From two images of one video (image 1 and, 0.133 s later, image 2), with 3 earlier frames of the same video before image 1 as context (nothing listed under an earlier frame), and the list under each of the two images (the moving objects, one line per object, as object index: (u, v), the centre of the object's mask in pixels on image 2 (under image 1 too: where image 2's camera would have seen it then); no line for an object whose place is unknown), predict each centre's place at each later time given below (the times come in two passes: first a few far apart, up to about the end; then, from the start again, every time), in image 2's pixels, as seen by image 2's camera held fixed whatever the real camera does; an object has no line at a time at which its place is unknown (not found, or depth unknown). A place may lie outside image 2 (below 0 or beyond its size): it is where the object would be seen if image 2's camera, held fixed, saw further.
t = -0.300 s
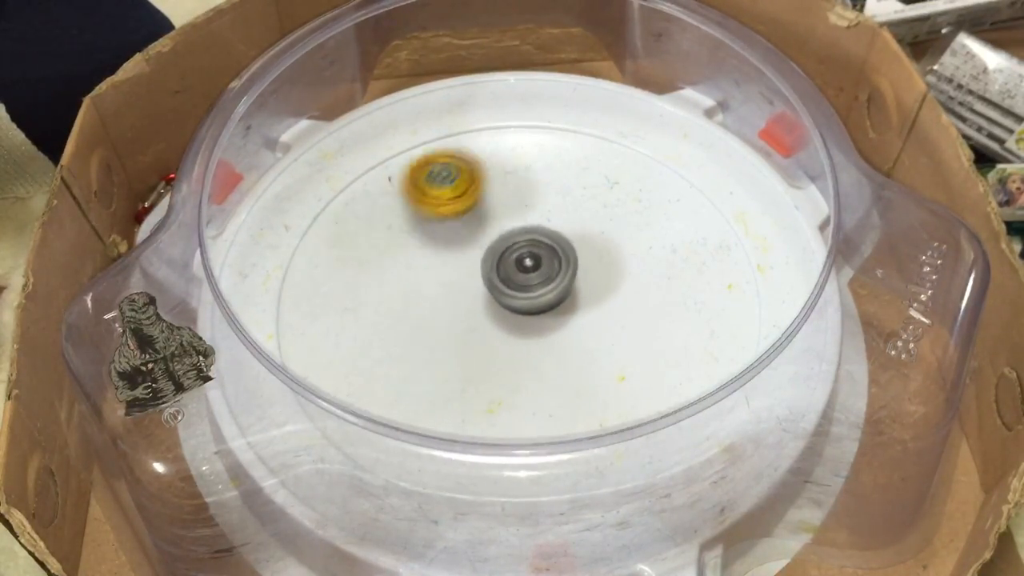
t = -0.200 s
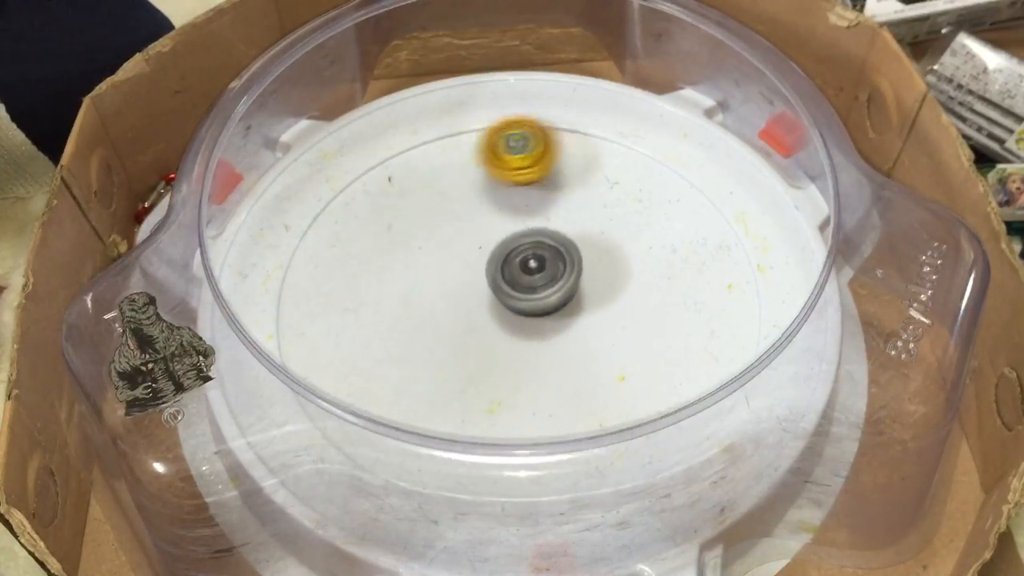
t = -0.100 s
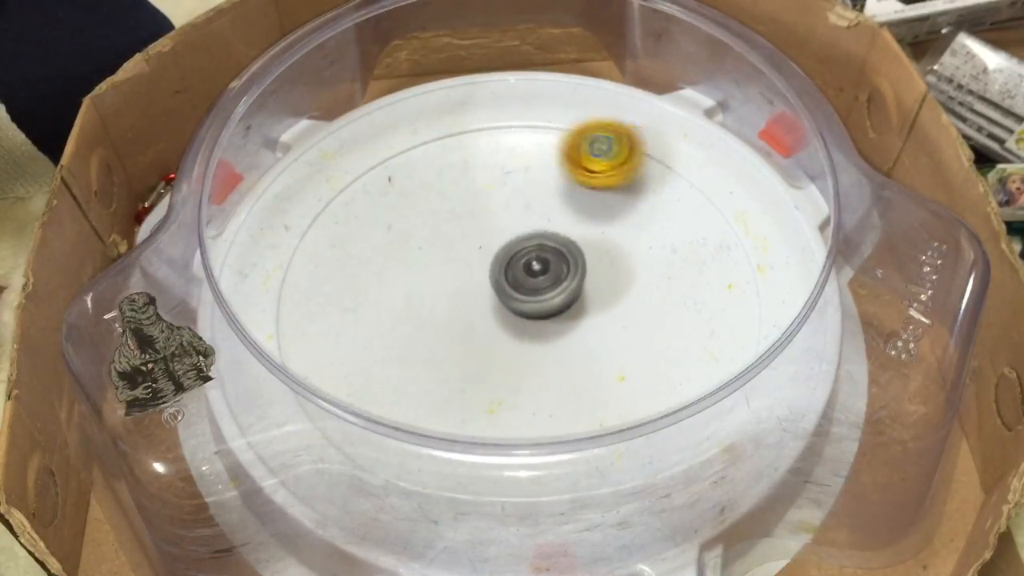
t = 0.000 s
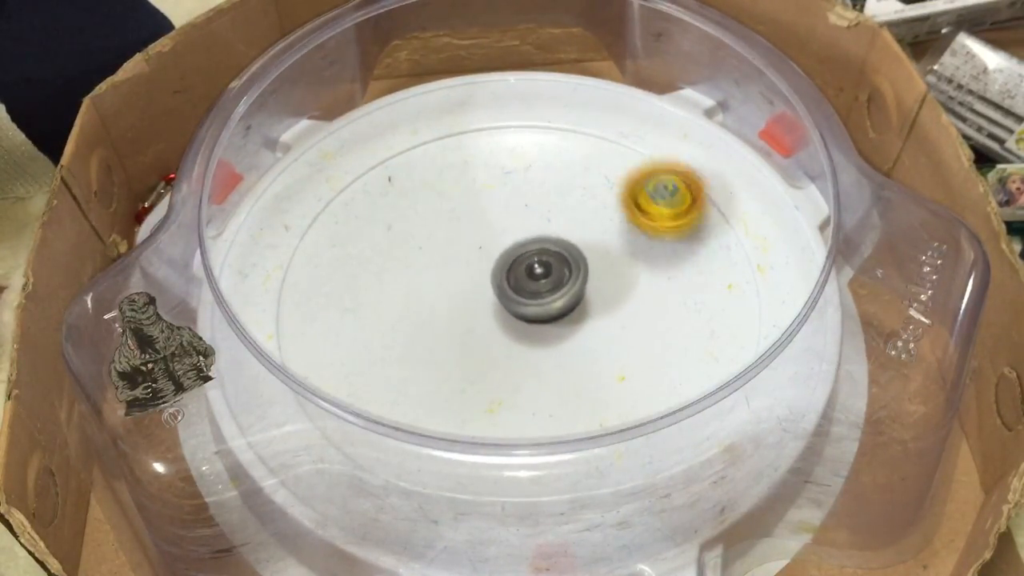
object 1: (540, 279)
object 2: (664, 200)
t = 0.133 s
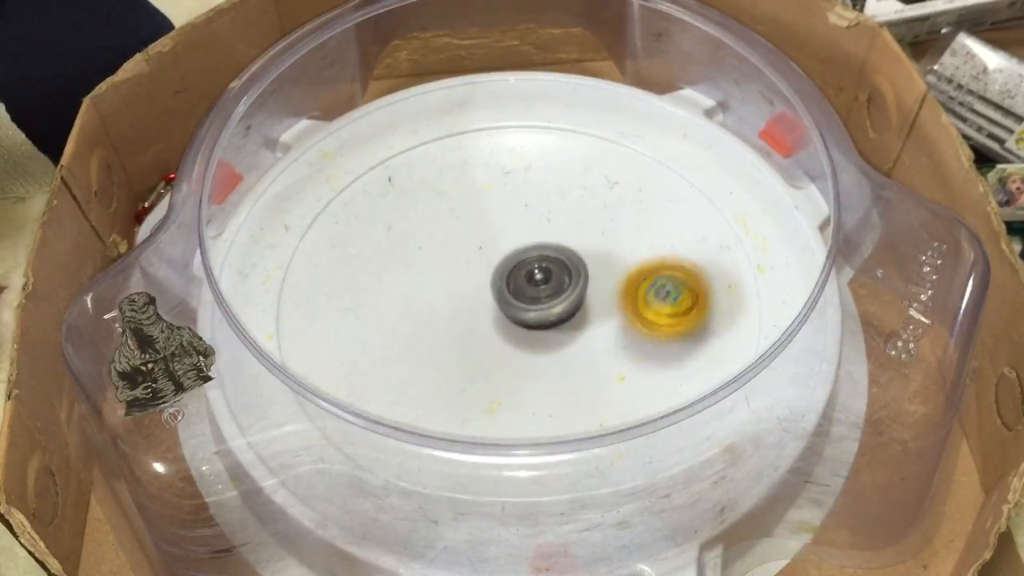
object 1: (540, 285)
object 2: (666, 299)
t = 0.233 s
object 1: (539, 290)
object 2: (599, 360)
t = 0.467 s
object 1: (530, 301)
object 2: (385, 358)
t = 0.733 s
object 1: (516, 308)
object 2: (384, 202)
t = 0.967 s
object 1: (504, 308)
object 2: (567, 208)
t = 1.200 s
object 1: (496, 301)
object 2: (642, 345)
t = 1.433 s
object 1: (497, 291)
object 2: (490, 411)
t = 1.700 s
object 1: (508, 280)
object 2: (400, 269)
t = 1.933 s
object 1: (531, 270)
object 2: (510, 175)
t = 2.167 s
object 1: (537, 274)
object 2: (636, 243)
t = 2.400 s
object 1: (531, 284)
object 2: (557, 363)
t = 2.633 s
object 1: (527, 297)
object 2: (399, 326)
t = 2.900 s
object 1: (515, 305)
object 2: (452, 210)
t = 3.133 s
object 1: (506, 305)
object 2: (593, 247)
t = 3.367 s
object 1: (494, 294)
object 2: (573, 361)
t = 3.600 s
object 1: (493, 279)
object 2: (438, 347)
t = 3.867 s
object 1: (522, 255)
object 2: (415, 235)
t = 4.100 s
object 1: (631, 265)
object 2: (423, 173)
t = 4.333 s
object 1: (665, 266)
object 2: (482, 232)
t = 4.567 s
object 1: (636, 290)
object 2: (510, 338)
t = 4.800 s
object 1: (577, 318)
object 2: (504, 406)
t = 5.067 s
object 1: (497, 290)
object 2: (497, 373)
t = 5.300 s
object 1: (440, 241)
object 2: (546, 302)
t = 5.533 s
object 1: (429, 211)
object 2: (589, 247)
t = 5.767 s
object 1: (458, 212)
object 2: (577, 243)
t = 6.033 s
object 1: (477, 208)
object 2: (545, 336)
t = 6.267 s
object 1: (505, 252)
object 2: (459, 370)
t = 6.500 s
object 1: (537, 312)
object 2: (427, 307)
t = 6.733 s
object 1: (542, 345)
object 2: (475, 244)
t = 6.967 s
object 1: (517, 349)
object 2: (567, 253)
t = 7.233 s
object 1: (457, 329)
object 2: (620, 303)
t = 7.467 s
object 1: (453, 292)
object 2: (628, 302)
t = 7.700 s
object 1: (482, 253)
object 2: (563, 296)
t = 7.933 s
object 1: (509, 240)
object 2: (543, 332)
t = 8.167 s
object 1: (554, 253)
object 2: (481, 349)
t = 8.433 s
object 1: (552, 297)
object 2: (432, 365)
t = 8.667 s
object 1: (534, 318)
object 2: (420, 332)
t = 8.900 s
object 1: (503, 308)
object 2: (403, 314)
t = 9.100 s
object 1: (559, 288)
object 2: (393, 275)
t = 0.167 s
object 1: (540, 287)
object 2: (649, 323)
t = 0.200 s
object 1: (539, 288)
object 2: (626, 343)
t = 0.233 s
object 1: (539, 290)
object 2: (599, 360)
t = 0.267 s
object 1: (538, 291)
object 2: (570, 374)
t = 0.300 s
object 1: (537, 294)
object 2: (537, 385)
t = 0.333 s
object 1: (536, 295)
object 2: (505, 391)
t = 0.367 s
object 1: (535, 297)
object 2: (471, 389)
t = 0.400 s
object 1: (534, 298)
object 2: (439, 383)
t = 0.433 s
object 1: (532, 300)
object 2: (411, 373)
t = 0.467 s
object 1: (530, 301)
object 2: (385, 358)
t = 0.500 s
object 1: (529, 303)
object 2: (363, 340)
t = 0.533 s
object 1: (527, 304)
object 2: (347, 320)
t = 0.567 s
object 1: (525, 305)
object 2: (339, 298)
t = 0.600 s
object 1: (523, 305)
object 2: (336, 276)
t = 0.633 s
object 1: (521, 306)
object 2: (339, 255)
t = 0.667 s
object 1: (519, 307)
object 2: (349, 234)
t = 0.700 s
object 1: (518, 307)
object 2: (364, 216)
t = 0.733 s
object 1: (516, 308)
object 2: (384, 202)
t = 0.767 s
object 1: (514, 308)
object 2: (408, 192)
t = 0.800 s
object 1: (512, 309)
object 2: (433, 185)
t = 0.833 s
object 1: (510, 309)
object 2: (462, 182)
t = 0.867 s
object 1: (508, 309)
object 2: (489, 184)
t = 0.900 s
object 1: (507, 309)
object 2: (516, 189)
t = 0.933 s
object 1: (505, 308)
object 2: (543, 197)
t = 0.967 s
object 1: (504, 308)
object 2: (567, 208)
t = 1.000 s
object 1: (503, 308)
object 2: (590, 222)
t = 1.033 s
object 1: (501, 307)
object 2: (610, 238)
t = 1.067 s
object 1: (500, 306)
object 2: (625, 257)
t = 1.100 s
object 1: (499, 305)
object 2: (637, 277)
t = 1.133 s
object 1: (497, 304)
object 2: (644, 299)
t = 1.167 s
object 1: (497, 303)
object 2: (646, 322)
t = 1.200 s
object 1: (496, 301)
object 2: (642, 345)
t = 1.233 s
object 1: (496, 300)
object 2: (633, 364)
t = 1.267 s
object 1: (496, 299)
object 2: (618, 384)
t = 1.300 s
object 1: (496, 297)
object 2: (599, 397)
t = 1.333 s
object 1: (496, 296)
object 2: (574, 406)
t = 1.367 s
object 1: (496, 294)
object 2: (547, 412)
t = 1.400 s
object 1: (497, 293)
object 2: (519, 414)
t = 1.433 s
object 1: (497, 291)
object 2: (490, 411)
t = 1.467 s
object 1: (498, 290)
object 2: (463, 405)
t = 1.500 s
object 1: (498, 288)
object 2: (438, 393)
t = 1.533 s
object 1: (498, 287)
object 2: (420, 375)
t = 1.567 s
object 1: (499, 285)
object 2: (407, 355)
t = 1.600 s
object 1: (499, 284)
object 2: (401, 333)
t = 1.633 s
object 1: (500, 283)
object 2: (398, 311)
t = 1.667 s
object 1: (503, 282)
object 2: (399, 290)
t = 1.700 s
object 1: (508, 280)
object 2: (400, 269)
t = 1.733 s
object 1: (512, 278)
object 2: (407, 249)
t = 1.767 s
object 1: (516, 276)
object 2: (416, 230)
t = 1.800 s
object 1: (519, 275)
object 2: (430, 213)
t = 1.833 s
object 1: (522, 273)
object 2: (446, 199)
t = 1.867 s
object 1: (525, 272)
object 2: (466, 188)
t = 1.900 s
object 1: (528, 271)
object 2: (487, 179)
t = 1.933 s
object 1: (531, 270)
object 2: (510, 175)
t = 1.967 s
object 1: (534, 269)
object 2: (533, 174)
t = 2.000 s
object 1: (536, 269)
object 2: (556, 177)
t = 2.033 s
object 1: (537, 269)
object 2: (578, 183)
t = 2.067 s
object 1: (539, 269)
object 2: (598, 195)
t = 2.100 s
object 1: (540, 270)
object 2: (613, 209)
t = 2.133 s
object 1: (538, 272)
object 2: (627, 226)
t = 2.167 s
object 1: (537, 274)
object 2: (636, 243)
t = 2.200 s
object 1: (536, 275)
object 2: (641, 263)
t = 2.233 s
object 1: (535, 277)
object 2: (640, 283)
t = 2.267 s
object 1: (535, 278)
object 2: (633, 304)
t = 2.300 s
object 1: (534, 280)
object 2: (620, 323)
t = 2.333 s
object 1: (533, 281)
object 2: (603, 339)
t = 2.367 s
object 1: (532, 283)
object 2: (582, 352)
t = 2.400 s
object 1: (531, 284)
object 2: (557, 363)
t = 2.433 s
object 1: (531, 286)
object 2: (531, 371)
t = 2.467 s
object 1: (530, 288)
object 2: (504, 375)
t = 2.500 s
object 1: (530, 290)
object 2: (478, 373)
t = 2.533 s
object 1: (529, 292)
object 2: (453, 366)
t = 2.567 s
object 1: (529, 294)
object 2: (431, 356)
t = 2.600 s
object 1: (528, 295)
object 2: (413, 342)
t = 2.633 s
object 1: (527, 297)
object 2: (399, 326)
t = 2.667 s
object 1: (525, 298)
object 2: (390, 309)
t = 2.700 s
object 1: (524, 300)
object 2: (386, 291)
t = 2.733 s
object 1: (523, 301)
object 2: (387, 272)
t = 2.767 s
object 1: (521, 303)
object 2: (393, 255)
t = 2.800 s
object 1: (520, 304)
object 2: (402, 241)
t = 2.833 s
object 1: (518, 304)
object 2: (417, 227)
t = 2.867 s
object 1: (517, 305)
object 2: (433, 217)
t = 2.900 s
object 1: (515, 305)
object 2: (452, 210)
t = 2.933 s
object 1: (514, 306)
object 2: (474, 205)
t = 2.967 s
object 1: (512, 306)
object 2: (497, 205)
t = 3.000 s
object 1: (511, 306)
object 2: (519, 207)
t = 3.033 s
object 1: (509, 306)
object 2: (541, 213)
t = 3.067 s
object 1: (508, 305)
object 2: (561, 222)
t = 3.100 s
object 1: (507, 305)
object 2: (578, 233)
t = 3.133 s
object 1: (506, 305)
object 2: (593, 247)
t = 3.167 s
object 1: (504, 304)
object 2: (604, 264)
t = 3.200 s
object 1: (502, 303)
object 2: (611, 281)
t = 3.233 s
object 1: (500, 301)
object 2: (612, 298)
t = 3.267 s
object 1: (499, 300)
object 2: (609, 316)
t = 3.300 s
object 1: (496, 298)
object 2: (602, 334)
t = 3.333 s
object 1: (495, 296)
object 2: (590, 349)
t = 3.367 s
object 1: (494, 294)
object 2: (573, 361)
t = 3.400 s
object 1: (493, 292)
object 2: (554, 370)
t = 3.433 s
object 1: (492, 290)
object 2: (533, 375)
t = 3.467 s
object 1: (492, 288)
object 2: (511, 377)
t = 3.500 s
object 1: (492, 286)
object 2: (490, 376)
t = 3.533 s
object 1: (491, 284)
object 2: (470, 369)
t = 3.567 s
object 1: (492, 282)
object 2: (452, 359)
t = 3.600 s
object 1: (493, 279)
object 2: (438, 347)
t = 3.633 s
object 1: (496, 274)
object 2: (423, 336)
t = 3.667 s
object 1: (498, 270)
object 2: (414, 323)
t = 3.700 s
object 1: (500, 267)
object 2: (408, 307)
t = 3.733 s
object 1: (503, 265)
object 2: (405, 292)
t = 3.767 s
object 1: (510, 263)
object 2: (401, 277)
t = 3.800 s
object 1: (516, 260)
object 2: (401, 261)
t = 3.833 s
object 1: (519, 258)
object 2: (406, 247)
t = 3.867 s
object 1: (522, 255)
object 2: (415, 235)
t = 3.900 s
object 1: (525, 253)
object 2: (426, 225)
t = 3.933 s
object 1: (529, 251)
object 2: (441, 218)
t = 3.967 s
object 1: (556, 256)
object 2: (431, 205)
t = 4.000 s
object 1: (581, 260)
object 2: (422, 195)
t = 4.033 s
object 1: (603, 263)
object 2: (419, 185)
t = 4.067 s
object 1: (619, 265)
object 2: (419, 178)
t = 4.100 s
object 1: (631, 265)
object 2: (423, 173)
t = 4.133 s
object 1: (641, 264)
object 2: (430, 171)
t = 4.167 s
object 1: (649, 263)
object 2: (436, 173)
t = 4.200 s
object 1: (656, 262)
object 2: (446, 179)
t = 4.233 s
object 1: (660, 263)
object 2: (456, 189)
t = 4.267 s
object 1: (663, 263)
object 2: (466, 202)
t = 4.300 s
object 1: (664, 264)
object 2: (474, 216)
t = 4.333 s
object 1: (665, 266)
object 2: (482, 232)
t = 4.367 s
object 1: (664, 268)
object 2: (487, 248)
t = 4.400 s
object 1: (662, 271)
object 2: (492, 263)
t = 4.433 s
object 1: (659, 274)
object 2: (495, 278)
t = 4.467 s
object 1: (655, 277)
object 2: (499, 294)
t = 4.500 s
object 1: (649, 281)
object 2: (504, 309)
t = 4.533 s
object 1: (643, 286)
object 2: (507, 324)
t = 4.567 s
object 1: (636, 290)
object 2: (510, 338)
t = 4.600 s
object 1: (628, 295)
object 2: (512, 352)
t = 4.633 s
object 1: (620, 299)
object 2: (513, 365)
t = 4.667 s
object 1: (612, 304)
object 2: (513, 377)
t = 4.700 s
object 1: (604, 308)
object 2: (513, 388)
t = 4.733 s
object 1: (595, 312)
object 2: (511, 397)
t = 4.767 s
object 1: (586, 315)
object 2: (507, 403)
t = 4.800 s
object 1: (577, 318)
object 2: (504, 406)
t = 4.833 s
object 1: (567, 321)
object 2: (499, 407)
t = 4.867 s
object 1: (557, 325)
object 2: (496, 406)
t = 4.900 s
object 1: (545, 327)
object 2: (495, 401)
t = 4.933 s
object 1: (534, 328)
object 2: (492, 395)
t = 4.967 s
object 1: (525, 319)
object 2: (490, 395)
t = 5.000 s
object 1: (516, 308)
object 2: (491, 390)
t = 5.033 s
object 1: (506, 298)
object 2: (492, 383)
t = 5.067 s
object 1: (497, 290)
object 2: (497, 373)
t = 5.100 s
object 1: (487, 284)
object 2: (501, 362)
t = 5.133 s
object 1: (477, 278)
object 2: (507, 351)
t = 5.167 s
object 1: (468, 269)
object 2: (514, 343)
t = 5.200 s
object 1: (461, 261)
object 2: (521, 332)
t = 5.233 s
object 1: (453, 254)
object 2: (529, 322)
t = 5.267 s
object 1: (446, 247)
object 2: (538, 312)
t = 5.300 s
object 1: (440, 241)
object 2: (546, 302)
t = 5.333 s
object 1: (436, 234)
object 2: (554, 292)
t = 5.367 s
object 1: (432, 228)
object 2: (562, 283)
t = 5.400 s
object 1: (429, 223)
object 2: (570, 274)
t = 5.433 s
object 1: (428, 218)
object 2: (575, 266)
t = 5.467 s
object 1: (427, 215)
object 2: (581, 259)
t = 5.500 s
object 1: (427, 212)
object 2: (586, 253)
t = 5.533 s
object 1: (429, 211)
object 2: (589, 247)
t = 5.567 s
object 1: (431, 210)
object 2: (593, 244)
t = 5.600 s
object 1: (434, 210)
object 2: (594, 241)
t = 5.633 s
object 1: (438, 209)
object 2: (594, 237)
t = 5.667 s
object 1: (442, 209)
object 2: (593, 237)
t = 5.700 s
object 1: (447, 210)
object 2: (590, 238)
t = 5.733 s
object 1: (453, 211)
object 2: (586, 240)
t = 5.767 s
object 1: (458, 212)
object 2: (577, 243)
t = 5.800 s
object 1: (464, 214)
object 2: (571, 245)
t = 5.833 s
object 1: (470, 216)
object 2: (559, 248)
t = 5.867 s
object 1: (467, 209)
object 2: (562, 264)
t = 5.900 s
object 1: (465, 202)
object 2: (565, 280)
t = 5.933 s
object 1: (467, 201)
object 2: (563, 296)
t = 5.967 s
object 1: (470, 202)
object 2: (559, 310)
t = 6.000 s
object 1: (473, 205)
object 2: (552, 322)
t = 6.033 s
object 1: (477, 208)
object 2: (545, 336)
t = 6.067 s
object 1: (480, 212)
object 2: (535, 346)
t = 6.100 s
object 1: (483, 216)
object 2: (525, 356)
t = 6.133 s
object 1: (488, 222)
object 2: (512, 365)
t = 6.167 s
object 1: (492, 228)
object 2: (499, 369)
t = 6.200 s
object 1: (496, 236)
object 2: (485, 372)
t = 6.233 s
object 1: (501, 244)
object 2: (473, 373)
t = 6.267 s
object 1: (505, 252)
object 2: (459, 370)
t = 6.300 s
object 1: (509, 262)
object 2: (449, 365)
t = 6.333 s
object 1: (512, 271)
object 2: (441, 358)
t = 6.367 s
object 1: (515, 280)
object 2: (436, 350)
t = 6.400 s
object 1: (518, 289)
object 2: (434, 339)
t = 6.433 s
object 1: (520, 297)
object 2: (435, 328)
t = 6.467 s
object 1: (525, 305)
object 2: (432, 316)
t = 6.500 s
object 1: (537, 312)
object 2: (427, 307)
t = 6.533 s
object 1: (544, 319)
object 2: (426, 296)
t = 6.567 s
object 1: (547, 325)
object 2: (428, 284)
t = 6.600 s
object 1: (547, 331)
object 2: (434, 274)
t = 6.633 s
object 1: (546, 335)
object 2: (442, 264)
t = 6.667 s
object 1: (545, 340)
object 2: (452, 256)
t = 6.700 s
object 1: (544, 343)
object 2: (463, 249)
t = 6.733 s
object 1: (542, 345)
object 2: (475, 244)
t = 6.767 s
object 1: (540, 347)
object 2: (488, 240)
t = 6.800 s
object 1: (537, 349)
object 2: (503, 238)
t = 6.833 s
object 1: (533, 350)
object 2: (516, 239)
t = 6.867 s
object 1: (530, 351)
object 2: (530, 239)
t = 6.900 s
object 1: (525, 351)
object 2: (545, 243)
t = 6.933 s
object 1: (521, 350)
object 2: (556, 247)
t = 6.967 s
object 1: (517, 349)
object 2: (567, 253)
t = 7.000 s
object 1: (512, 348)
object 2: (577, 261)
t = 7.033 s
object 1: (508, 346)
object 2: (583, 269)
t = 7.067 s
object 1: (503, 343)
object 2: (587, 278)
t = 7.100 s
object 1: (499, 340)
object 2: (589, 288)
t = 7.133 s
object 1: (495, 336)
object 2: (589, 297)
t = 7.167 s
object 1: (482, 334)
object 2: (596, 301)
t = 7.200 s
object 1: (467, 333)
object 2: (609, 302)
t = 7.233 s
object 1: (457, 329)
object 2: (620, 303)
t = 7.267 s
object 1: (452, 324)
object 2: (629, 303)
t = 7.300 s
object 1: (450, 319)
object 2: (637, 304)
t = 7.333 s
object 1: (449, 314)
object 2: (639, 304)
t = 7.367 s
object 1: (448, 308)
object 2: (641, 304)
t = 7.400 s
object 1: (449, 303)
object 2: (638, 303)
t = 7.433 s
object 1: (451, 297)
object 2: (635, 303)
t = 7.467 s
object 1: (453, 292)
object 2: (628, 302)
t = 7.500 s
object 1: (457, 286)
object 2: (623, 301)
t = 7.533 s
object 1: (460, 281)
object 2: (612, 299)
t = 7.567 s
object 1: (465, 276)
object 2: (599, 298)
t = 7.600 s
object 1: (470, 271)
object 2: (587, 296)
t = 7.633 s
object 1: (476, 267)
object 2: (572, 294)
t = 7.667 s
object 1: (480, 261)
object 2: (562, 292)
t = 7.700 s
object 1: (482, 253)
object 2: (563, 296)
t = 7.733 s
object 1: (481, 245)
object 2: (565, 301)
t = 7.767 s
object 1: (483, 240)
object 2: (564, 311)
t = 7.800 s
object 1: (487, 238)
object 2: (563, 316)
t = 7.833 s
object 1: (492, 238)
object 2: (558, 322)
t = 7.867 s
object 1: (497, 238)
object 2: (555, 326)
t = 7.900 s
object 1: (504, 239)
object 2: (547, 331)
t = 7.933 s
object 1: (509, 240)
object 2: (543, 332)
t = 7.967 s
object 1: (515, 242)
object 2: (534, 335)
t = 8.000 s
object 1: (521, 245)
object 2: (529, 334)
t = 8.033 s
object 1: (527, 248)
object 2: (521, 334)
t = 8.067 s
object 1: (533, 251)
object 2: (513, 331)
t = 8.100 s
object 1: (540, 254)
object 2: (503, 335)
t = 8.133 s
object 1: (548, 253)
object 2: (491, 342)
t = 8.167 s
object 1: (554, 253)
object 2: (481, 349)
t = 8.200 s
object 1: (557, 256)
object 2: (473, 354)
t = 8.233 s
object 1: (558, 261)
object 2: (466, 359)
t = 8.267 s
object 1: (559, 267)
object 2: (456, 364)
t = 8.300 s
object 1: (560, 273)
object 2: (448, 369)
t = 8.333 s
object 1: (559, 278)
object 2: (442, 370)
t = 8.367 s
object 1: (558, 285)
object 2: (436, 369)
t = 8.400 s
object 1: (555, 291)
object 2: (435, 367)
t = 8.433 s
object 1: (552, 297)
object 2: (432, 365)
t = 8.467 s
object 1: (547, 303)
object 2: (434, 360)
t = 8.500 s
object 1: (542, 308)
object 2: (437, 353)
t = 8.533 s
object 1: (537, 313)
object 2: (439, 348)
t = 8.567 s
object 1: (533, 317)
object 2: (434, 346)
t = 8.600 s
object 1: (537, 317)
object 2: (430, 343)
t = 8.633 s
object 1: (537, 318)
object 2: (425, 338)
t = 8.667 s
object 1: (534, 318)
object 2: (420, 332)
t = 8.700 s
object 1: (530, 319)
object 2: (413, 330)
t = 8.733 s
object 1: (525, 318)
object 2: (404, 327)
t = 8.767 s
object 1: (521, 317)
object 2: (398, 325)
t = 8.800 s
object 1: (516, 316)
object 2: (397, 323)
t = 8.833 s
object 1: (512, 314)
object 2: (400, 320)
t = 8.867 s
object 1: (507, 311)
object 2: (399, 316)
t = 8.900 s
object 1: (503, 308)
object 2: (403, 314)
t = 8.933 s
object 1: (501, 305)
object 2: (408, 309)
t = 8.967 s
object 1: (517, 301)
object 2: (397, 302)
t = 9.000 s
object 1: (533, 300)
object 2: (391, 294)
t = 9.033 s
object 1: (545, 296)
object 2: (387, 287)
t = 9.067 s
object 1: (554, 292)
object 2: (389, 280)
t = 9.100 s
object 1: (559, 288)
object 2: (393, 275)
